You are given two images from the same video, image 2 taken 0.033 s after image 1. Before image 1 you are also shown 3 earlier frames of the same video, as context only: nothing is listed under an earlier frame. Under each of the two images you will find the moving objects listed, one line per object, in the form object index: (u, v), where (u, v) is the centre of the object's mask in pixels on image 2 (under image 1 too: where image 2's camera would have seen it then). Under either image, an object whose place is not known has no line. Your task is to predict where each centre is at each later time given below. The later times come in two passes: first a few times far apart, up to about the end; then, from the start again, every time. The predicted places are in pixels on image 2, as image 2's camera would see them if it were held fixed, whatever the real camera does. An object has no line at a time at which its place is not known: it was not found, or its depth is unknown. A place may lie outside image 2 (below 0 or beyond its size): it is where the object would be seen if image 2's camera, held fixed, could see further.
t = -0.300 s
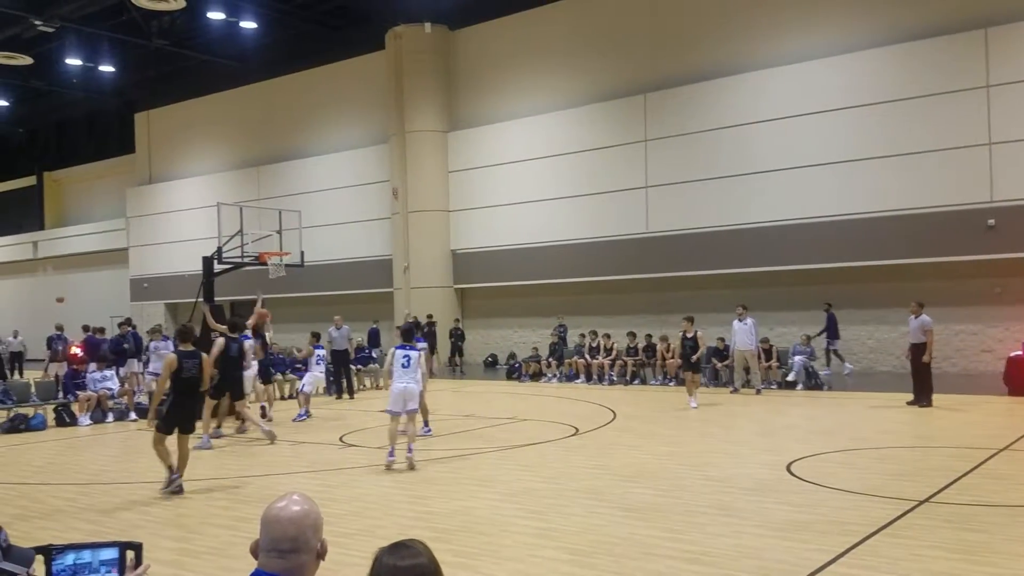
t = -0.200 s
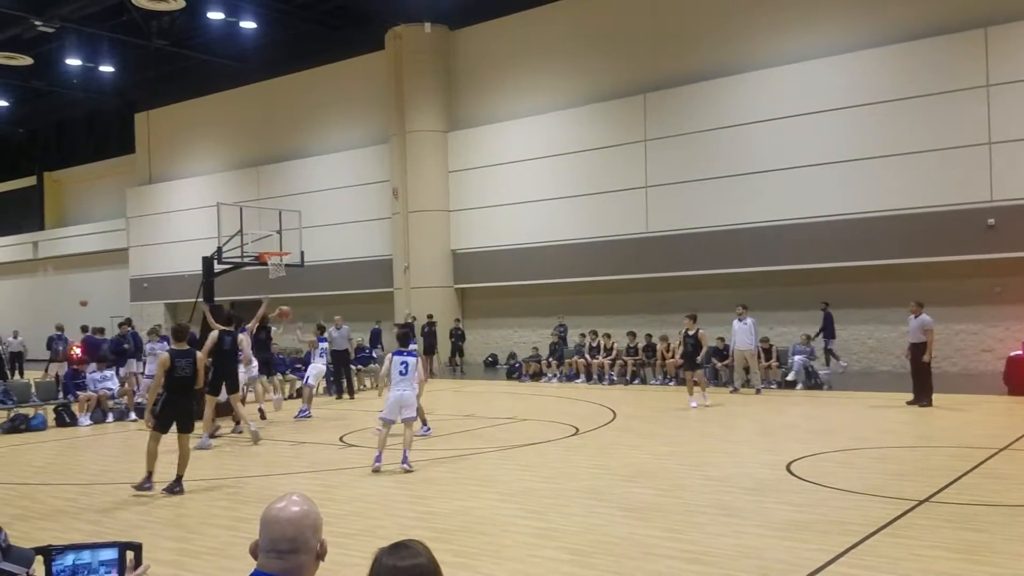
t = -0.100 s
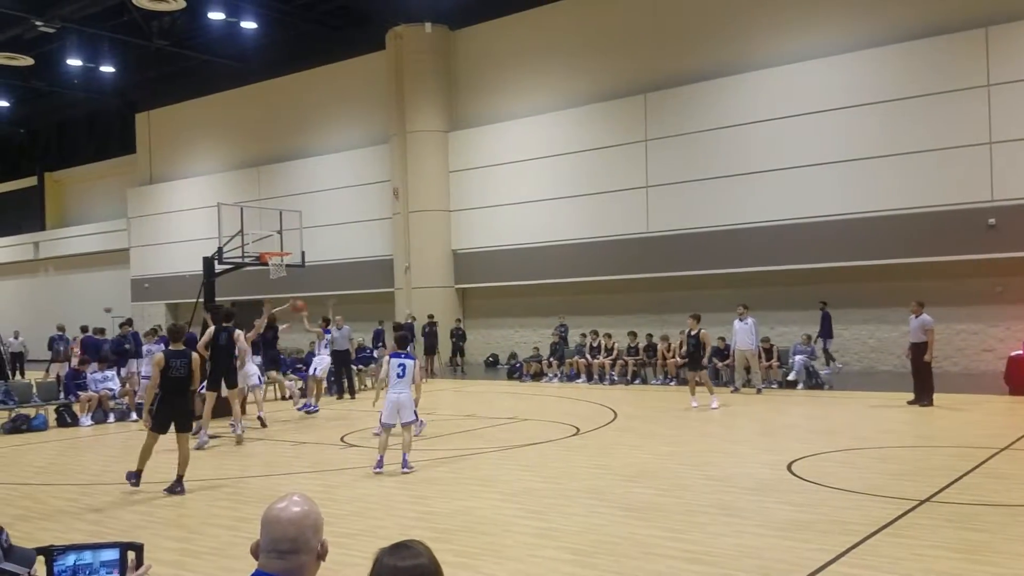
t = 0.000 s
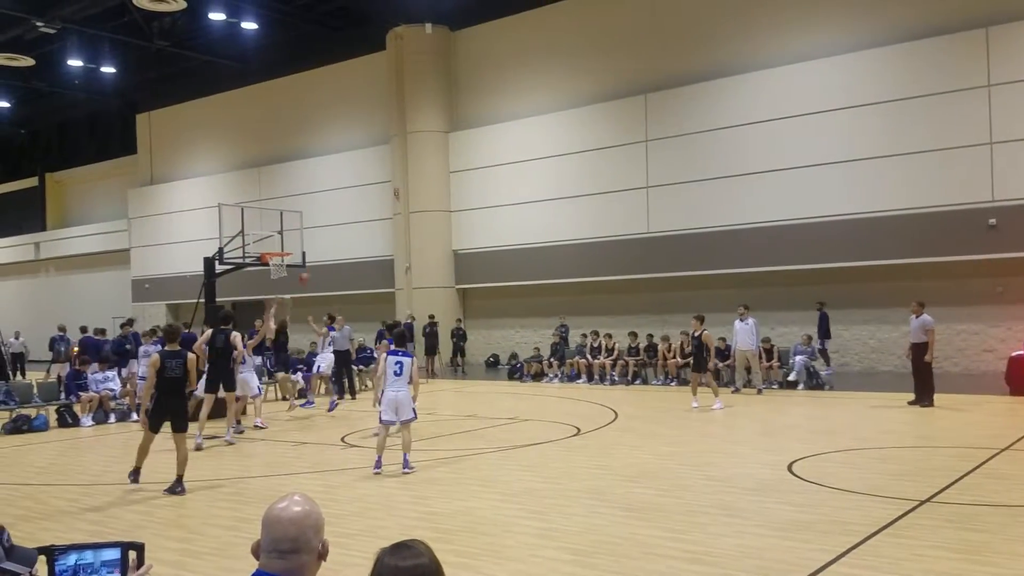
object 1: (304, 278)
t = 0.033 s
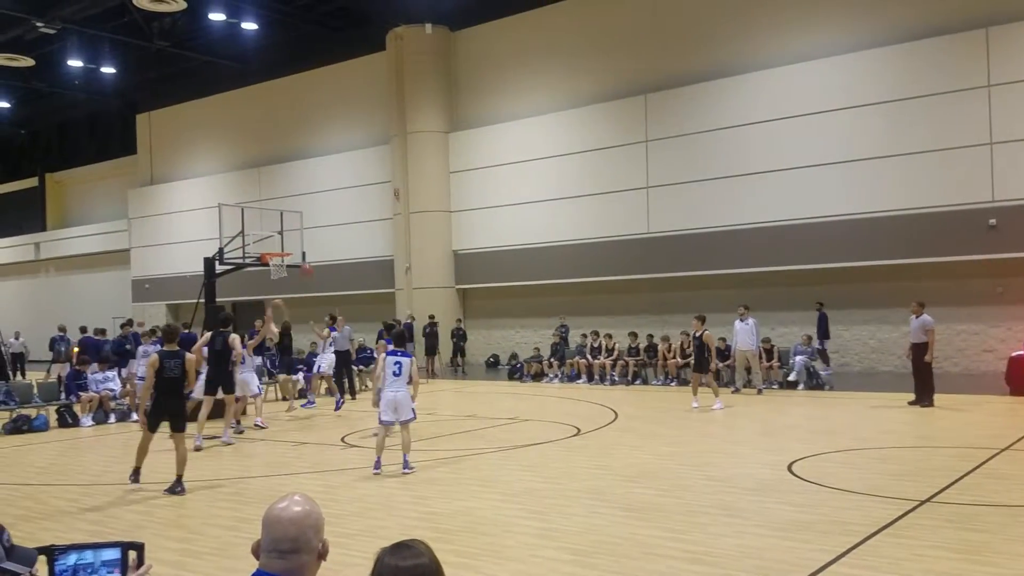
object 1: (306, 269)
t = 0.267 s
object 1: (316, 215)
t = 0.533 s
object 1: (329, 188)
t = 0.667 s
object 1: (335, 188)
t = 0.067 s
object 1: (307, 260)
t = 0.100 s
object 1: (309, 251)
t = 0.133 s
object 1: (310, 242)
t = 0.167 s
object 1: (312, 235)
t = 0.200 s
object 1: (314, 228)
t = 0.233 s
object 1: (315, 222)
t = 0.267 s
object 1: (316, 215)
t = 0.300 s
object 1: (318, 210)
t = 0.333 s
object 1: (319, 205)
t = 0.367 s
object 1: (321, 201)
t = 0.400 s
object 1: (322, 197)
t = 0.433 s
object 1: (324, 194)
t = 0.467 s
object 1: (326, 191)
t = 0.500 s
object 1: (327, 189)
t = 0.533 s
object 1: (329, 188)
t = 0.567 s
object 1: (330, 187)
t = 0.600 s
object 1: (332, 187)
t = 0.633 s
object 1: (333, 187)
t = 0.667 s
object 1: (335, 188)
